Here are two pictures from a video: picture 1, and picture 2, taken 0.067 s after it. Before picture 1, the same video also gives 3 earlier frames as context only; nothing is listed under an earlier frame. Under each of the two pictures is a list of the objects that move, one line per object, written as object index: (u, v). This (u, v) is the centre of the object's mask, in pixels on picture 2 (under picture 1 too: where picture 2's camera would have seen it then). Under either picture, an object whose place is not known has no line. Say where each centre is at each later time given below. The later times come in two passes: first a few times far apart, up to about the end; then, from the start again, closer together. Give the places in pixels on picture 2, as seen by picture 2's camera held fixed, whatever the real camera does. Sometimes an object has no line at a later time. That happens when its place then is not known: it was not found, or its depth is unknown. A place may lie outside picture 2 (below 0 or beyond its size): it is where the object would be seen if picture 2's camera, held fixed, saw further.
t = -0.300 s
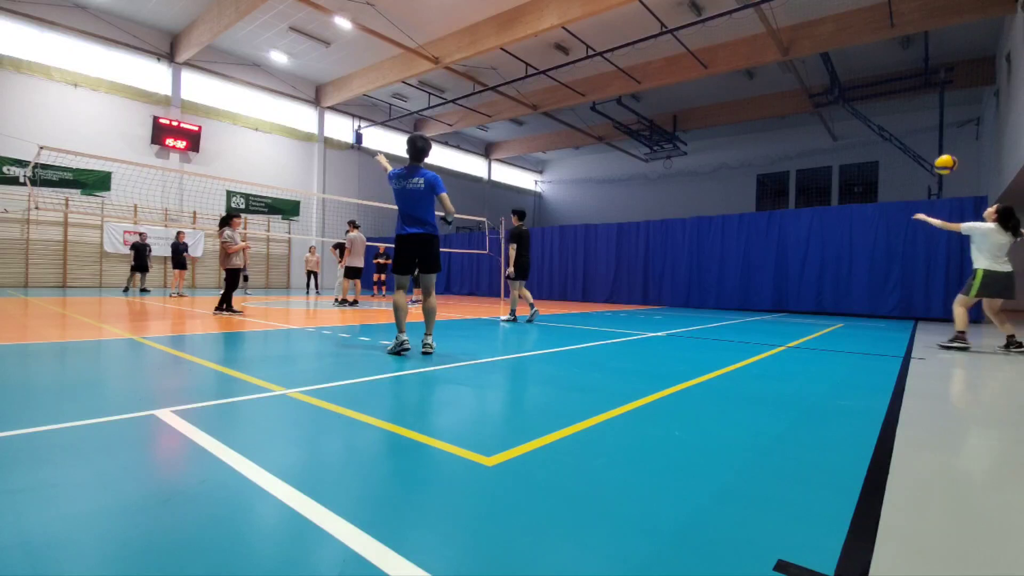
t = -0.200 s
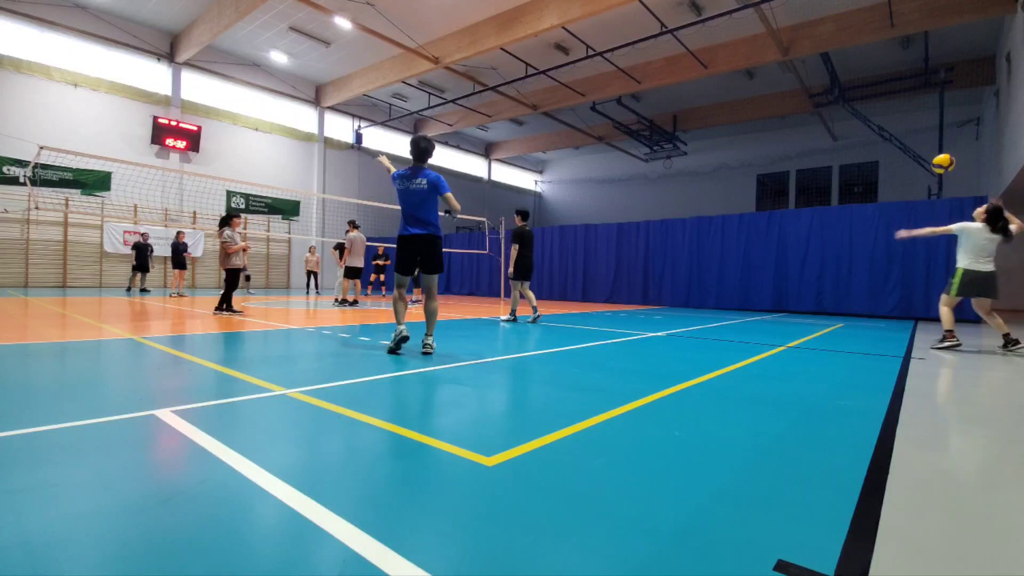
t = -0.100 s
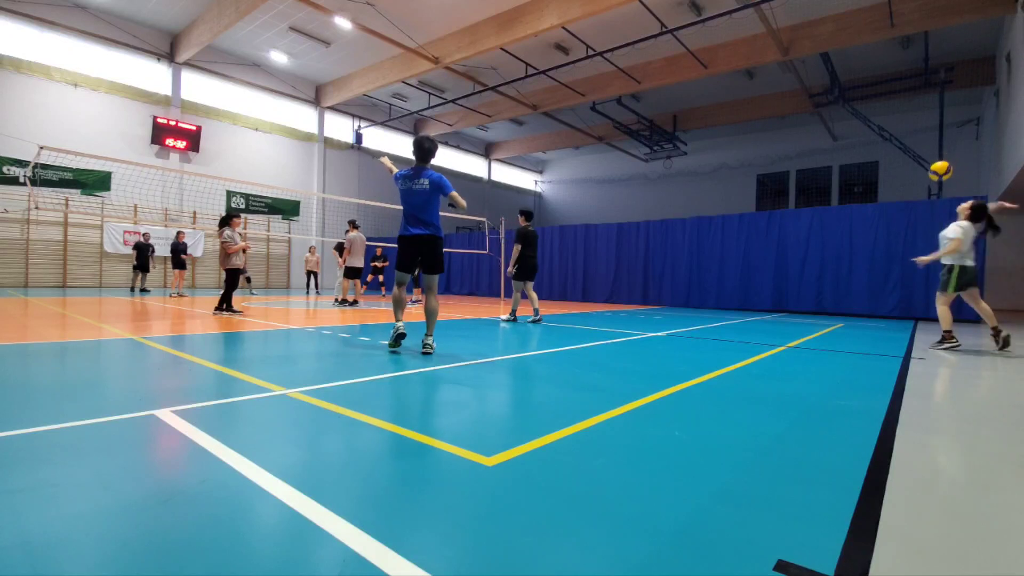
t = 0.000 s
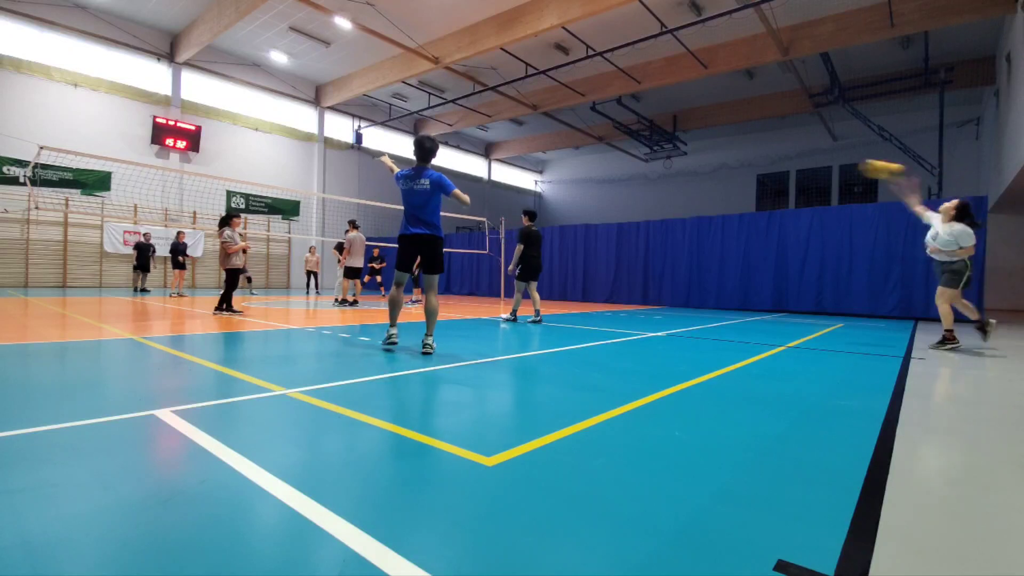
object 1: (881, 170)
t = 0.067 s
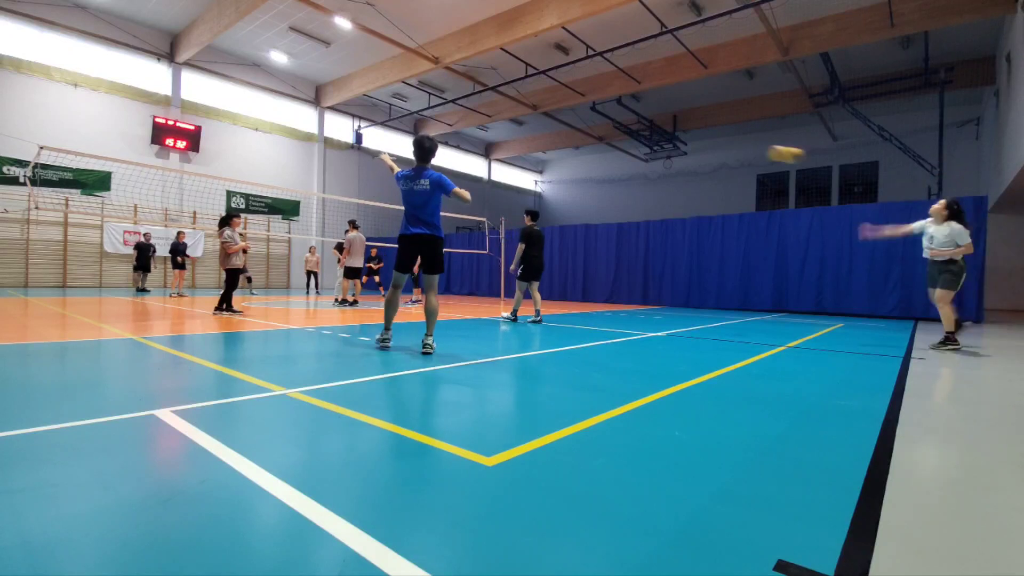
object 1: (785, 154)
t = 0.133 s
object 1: (705, 144)
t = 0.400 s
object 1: (486, 135)
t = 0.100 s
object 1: (744, 148)
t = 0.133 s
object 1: (705, 144)
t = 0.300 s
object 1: (553, 132)
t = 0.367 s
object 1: (506, 133)
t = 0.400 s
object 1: (486, 135)
